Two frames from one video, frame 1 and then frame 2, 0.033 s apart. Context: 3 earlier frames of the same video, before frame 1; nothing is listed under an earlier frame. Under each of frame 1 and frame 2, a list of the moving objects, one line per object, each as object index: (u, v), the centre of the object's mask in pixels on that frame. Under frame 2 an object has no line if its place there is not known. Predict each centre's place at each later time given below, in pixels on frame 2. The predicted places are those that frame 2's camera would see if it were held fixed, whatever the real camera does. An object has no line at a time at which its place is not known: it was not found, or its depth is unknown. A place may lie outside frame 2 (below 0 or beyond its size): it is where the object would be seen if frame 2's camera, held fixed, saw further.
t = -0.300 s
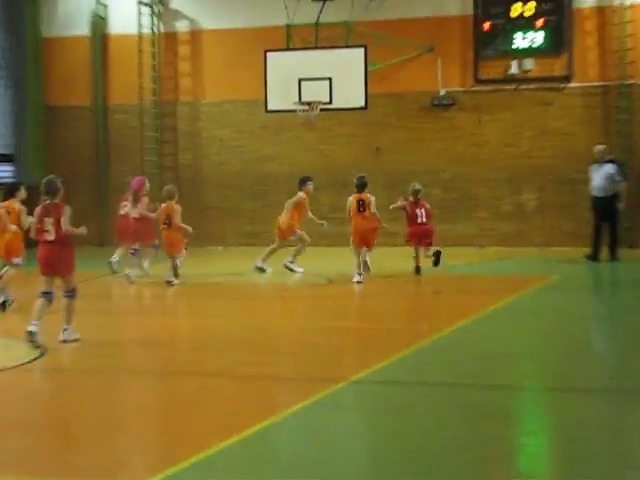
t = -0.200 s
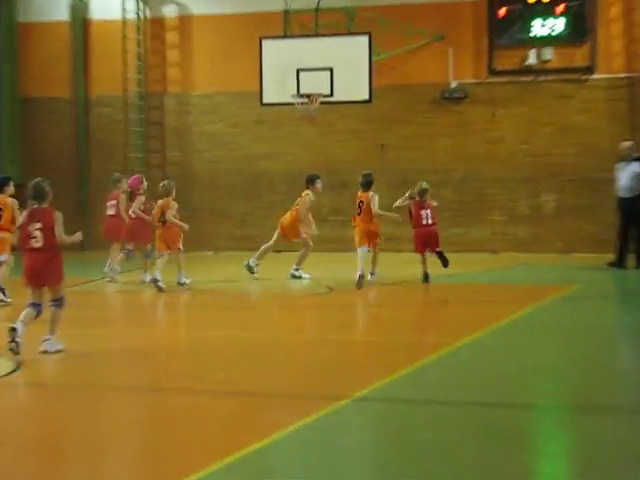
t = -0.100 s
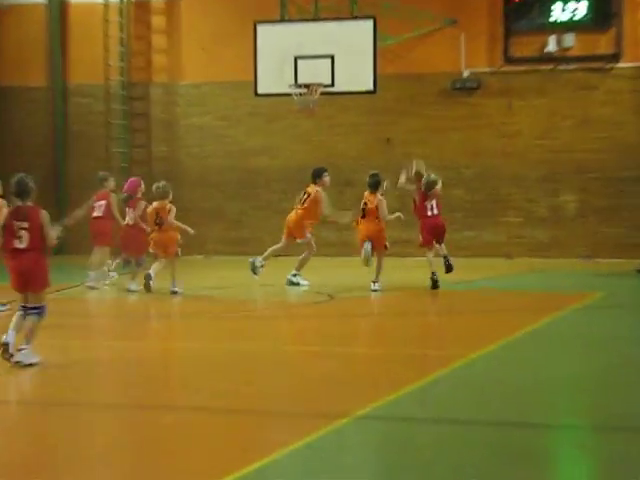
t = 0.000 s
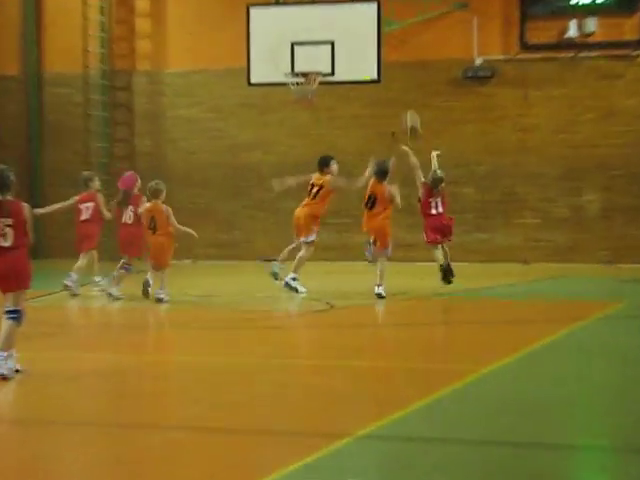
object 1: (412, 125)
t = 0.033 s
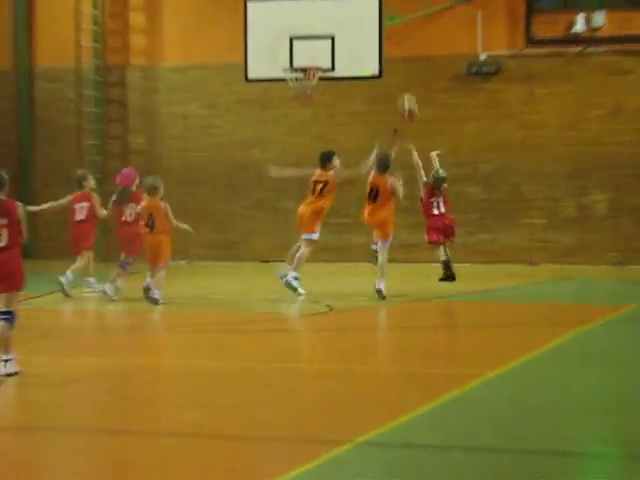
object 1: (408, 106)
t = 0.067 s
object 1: (402, 94)
